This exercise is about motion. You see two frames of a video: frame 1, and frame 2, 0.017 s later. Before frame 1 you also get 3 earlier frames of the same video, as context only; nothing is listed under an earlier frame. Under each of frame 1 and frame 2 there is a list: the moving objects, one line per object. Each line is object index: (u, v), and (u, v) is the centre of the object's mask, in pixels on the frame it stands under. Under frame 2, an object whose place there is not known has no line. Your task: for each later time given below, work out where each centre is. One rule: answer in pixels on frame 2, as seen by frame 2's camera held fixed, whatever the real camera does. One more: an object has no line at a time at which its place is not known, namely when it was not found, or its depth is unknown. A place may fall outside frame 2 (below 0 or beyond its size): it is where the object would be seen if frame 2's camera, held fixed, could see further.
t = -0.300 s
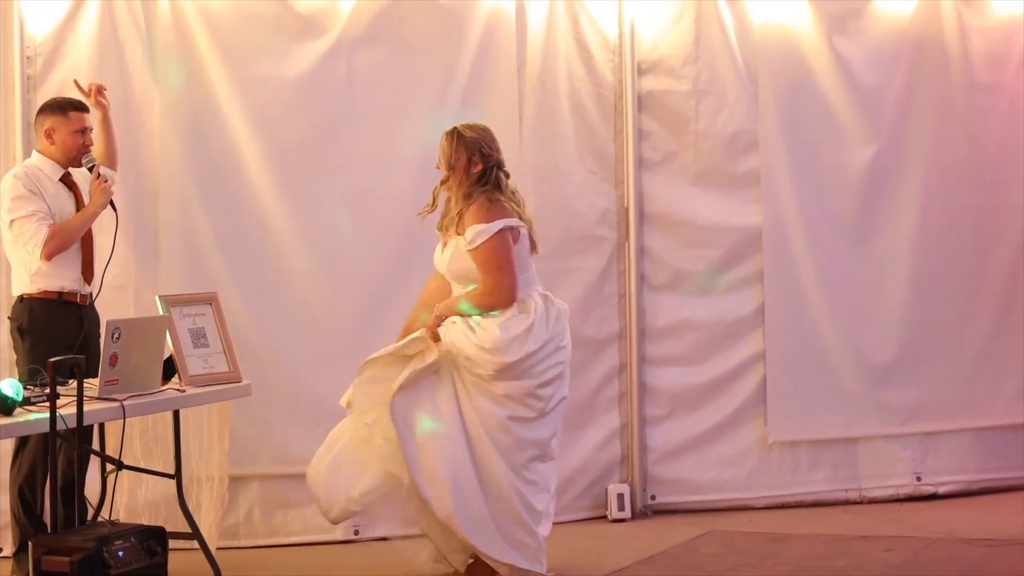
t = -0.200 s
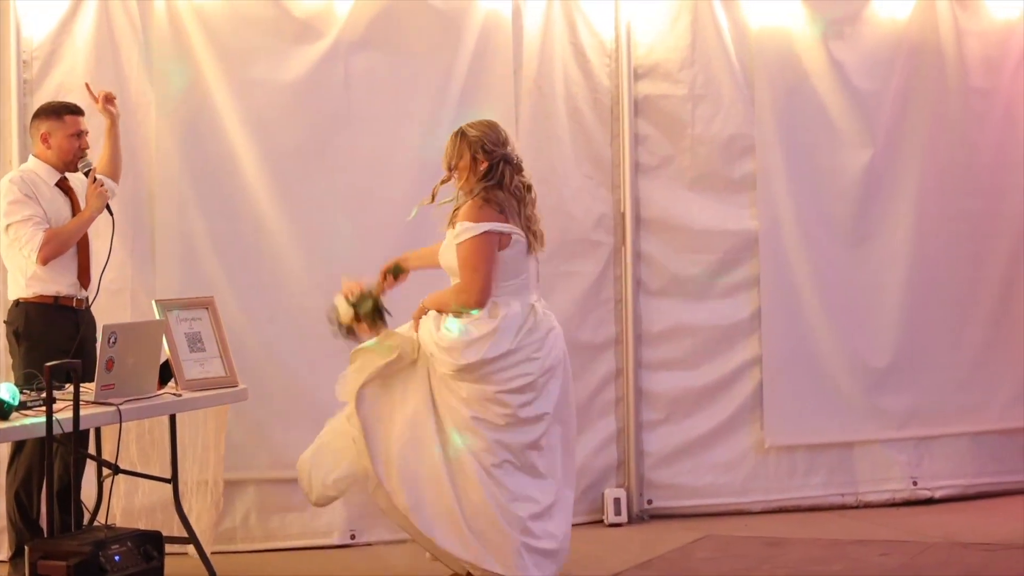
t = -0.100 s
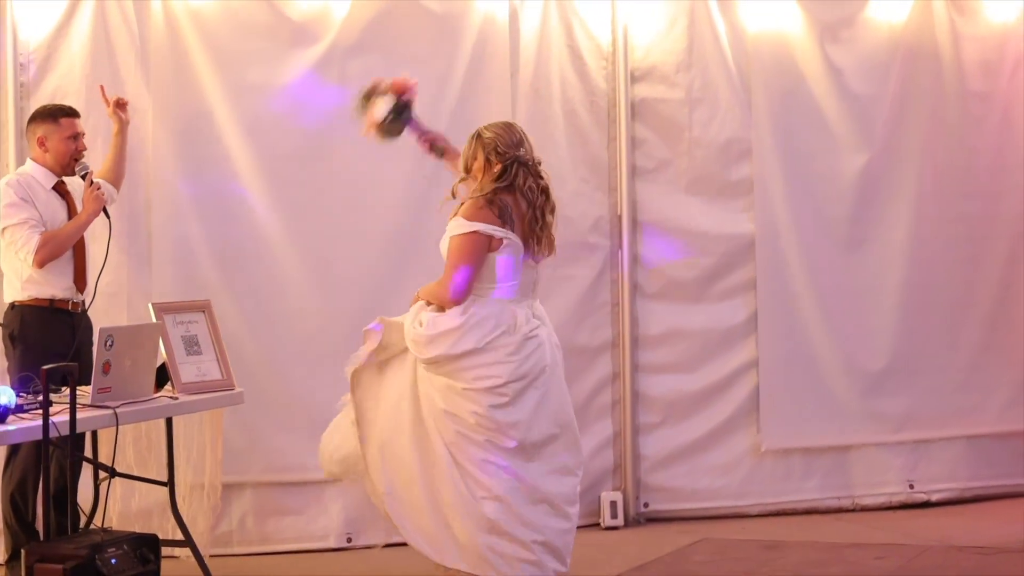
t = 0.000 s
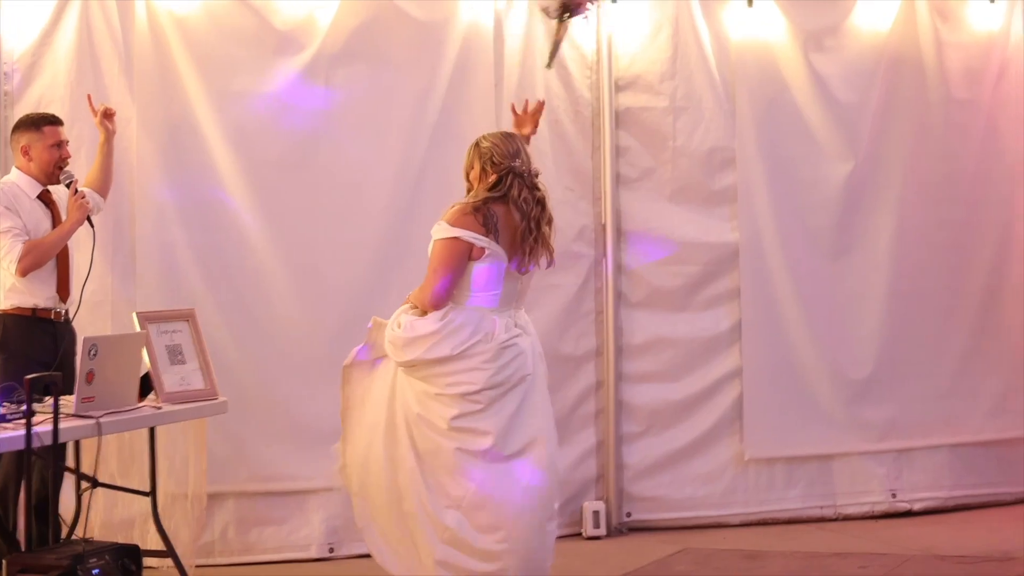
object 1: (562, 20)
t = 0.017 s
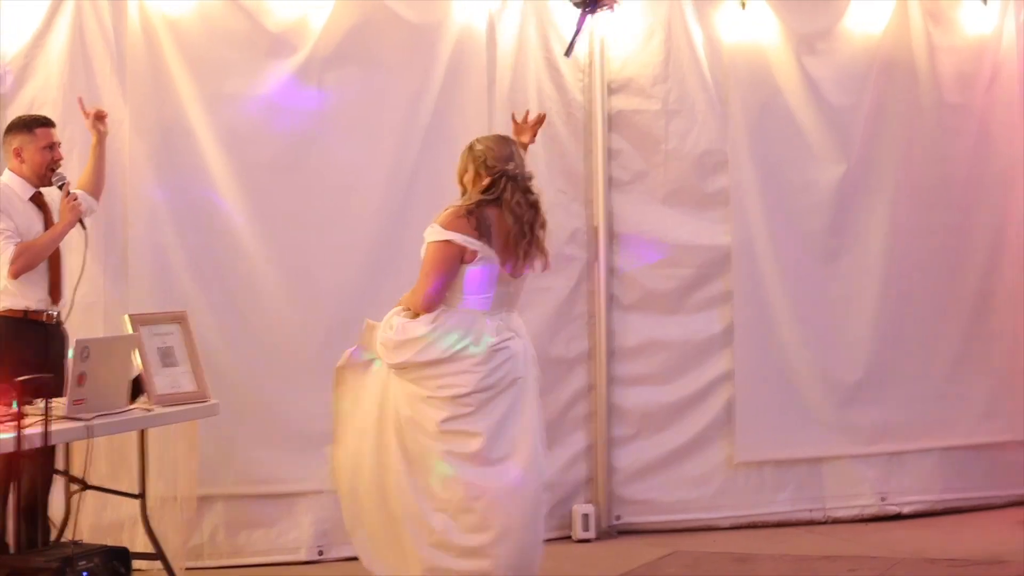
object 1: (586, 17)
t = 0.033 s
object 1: (615, 11)
